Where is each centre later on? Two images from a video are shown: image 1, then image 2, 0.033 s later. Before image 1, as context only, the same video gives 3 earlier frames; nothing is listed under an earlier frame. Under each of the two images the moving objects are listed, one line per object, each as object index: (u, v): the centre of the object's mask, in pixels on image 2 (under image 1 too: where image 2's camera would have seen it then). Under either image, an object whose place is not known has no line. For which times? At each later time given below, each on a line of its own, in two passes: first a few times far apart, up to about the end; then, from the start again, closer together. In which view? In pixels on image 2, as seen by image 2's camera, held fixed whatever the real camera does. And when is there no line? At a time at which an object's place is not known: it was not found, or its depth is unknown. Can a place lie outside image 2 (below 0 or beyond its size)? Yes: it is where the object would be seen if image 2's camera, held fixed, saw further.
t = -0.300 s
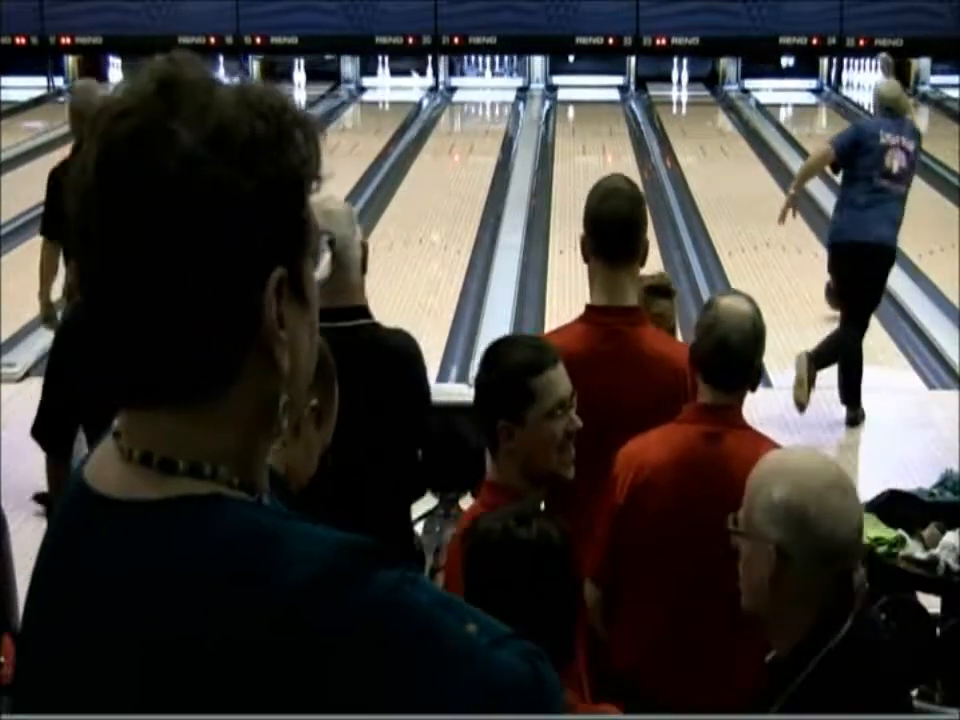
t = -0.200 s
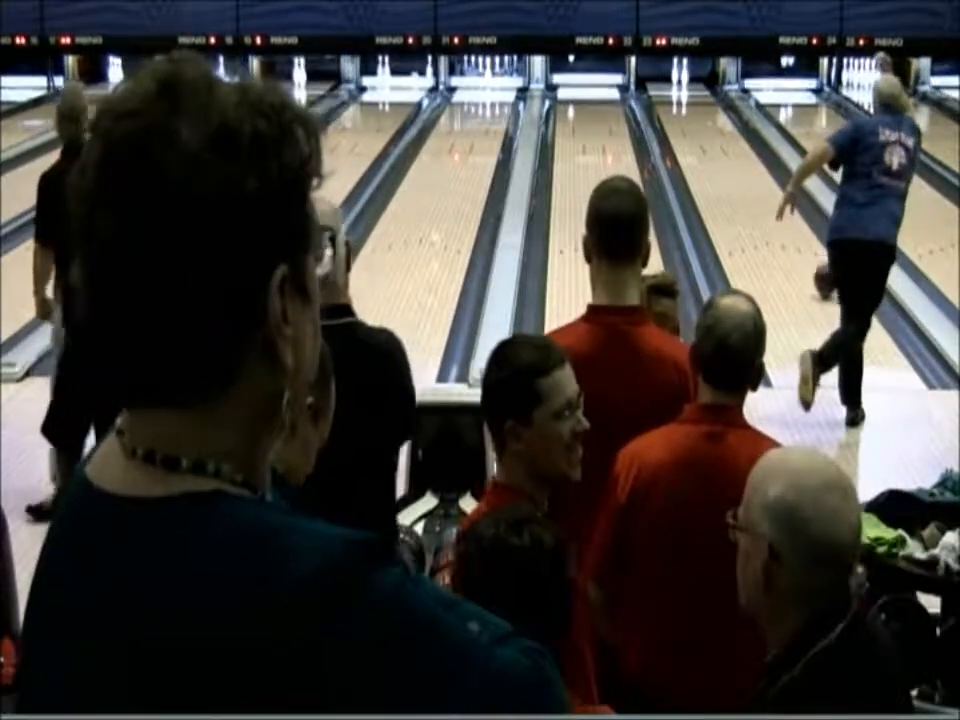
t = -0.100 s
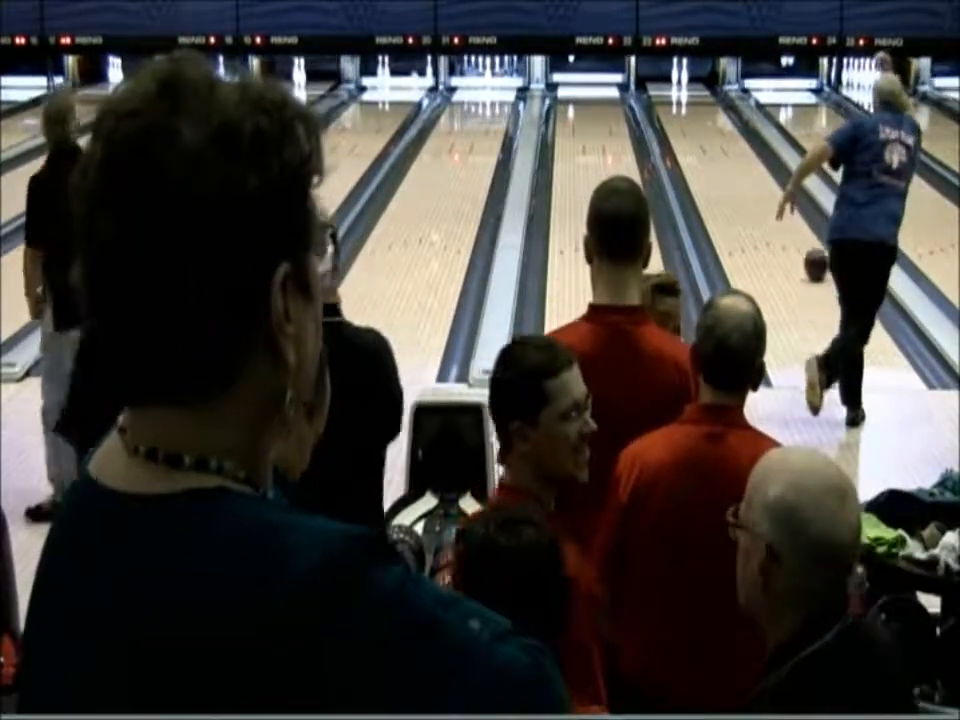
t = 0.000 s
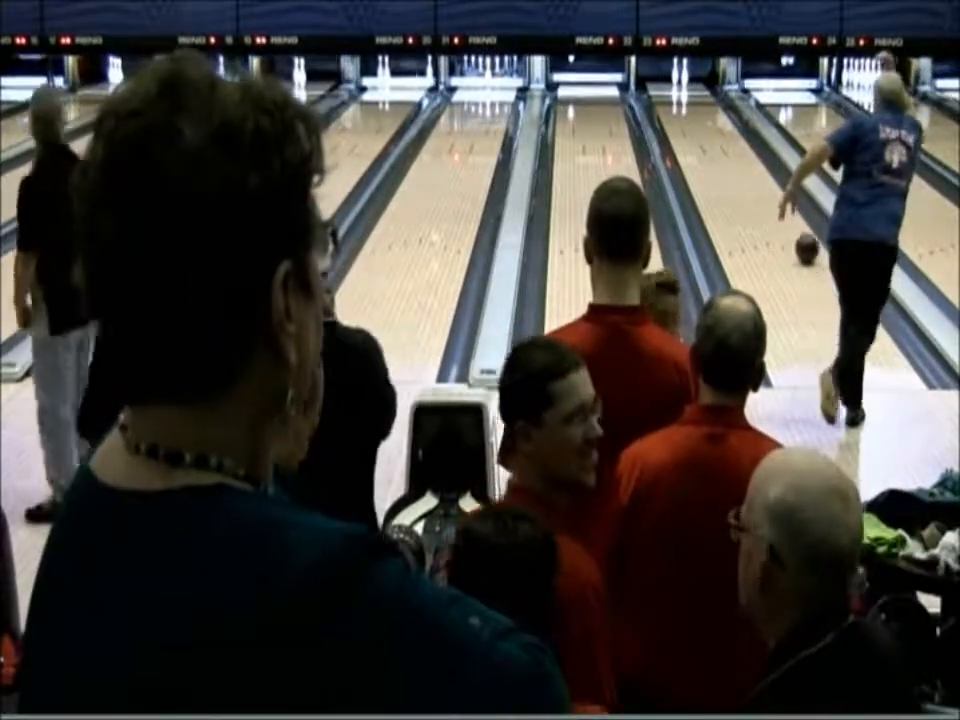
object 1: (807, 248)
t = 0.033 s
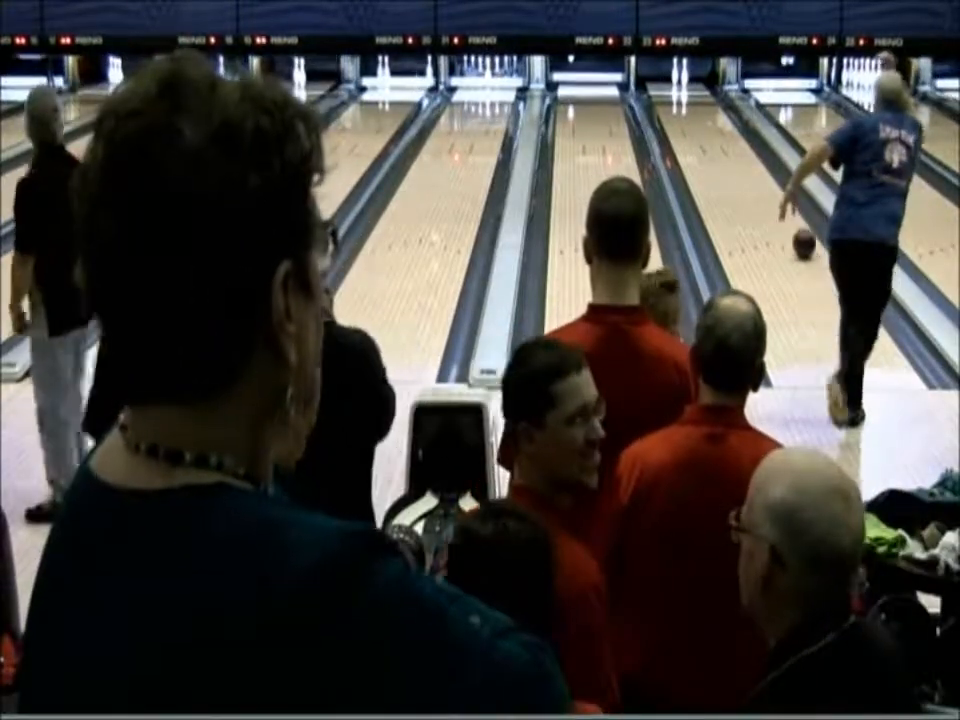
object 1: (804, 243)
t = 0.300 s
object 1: (781, 207)
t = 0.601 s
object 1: (763, 177)
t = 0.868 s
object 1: (749, 153)
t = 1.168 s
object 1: (736, 133)
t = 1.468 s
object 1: (723, 116)
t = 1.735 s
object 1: (713, 103)
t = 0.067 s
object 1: (800, 238)
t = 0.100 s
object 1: (798, 234)
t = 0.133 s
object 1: (795, 229)
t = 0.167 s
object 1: (793, 226)
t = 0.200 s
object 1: (789, 223)
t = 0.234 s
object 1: (787, 219)
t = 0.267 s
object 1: (784, 214)
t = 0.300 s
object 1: (781, 207)
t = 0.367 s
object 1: (778, 200)
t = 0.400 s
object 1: (776, 197)
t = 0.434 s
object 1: (774, 194)
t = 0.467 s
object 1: (772, 190)
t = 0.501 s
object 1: (770, 187)
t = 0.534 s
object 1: (767, 183)
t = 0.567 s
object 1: (765, 180)
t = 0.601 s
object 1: (763, 177)
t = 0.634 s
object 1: (761, 173)
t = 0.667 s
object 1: (759, 171)
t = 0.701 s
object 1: (758, 167)
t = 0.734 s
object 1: (756, 164)
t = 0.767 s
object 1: (754, 162)
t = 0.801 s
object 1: (752, 159)
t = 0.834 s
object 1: (751, 156)
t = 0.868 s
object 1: (749, 153)
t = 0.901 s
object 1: (748, 151)
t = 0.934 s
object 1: (746, 149)
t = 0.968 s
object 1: (744, 146)
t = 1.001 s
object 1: (743, 144)
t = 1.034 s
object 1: (741, 142)
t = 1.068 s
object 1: (740, 139)
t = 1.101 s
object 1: (738, 137)
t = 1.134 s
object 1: (737, 136)
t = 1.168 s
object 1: (736, 133)
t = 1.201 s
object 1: (734, 132)
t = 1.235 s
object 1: (733, 131)
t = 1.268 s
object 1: (731, 127)
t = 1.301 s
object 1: (730, 126)
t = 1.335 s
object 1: (728, 124)
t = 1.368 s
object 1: (727, 122)
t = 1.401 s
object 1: (726, 120)
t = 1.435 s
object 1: (725, 117)
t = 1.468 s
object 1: (723, 116)
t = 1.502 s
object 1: (722, 115)
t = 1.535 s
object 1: (721, 114)
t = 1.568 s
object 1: (720, 111)
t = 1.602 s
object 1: (718, 110)
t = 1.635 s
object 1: (717, 108)
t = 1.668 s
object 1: (714, 106)
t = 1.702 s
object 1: (714, 104)
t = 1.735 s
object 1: (713, 103)
